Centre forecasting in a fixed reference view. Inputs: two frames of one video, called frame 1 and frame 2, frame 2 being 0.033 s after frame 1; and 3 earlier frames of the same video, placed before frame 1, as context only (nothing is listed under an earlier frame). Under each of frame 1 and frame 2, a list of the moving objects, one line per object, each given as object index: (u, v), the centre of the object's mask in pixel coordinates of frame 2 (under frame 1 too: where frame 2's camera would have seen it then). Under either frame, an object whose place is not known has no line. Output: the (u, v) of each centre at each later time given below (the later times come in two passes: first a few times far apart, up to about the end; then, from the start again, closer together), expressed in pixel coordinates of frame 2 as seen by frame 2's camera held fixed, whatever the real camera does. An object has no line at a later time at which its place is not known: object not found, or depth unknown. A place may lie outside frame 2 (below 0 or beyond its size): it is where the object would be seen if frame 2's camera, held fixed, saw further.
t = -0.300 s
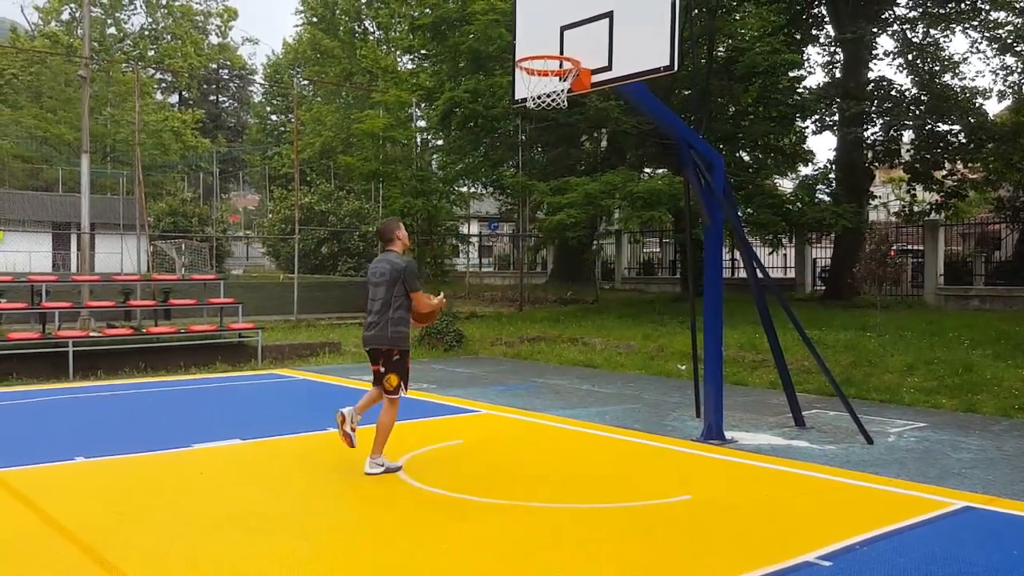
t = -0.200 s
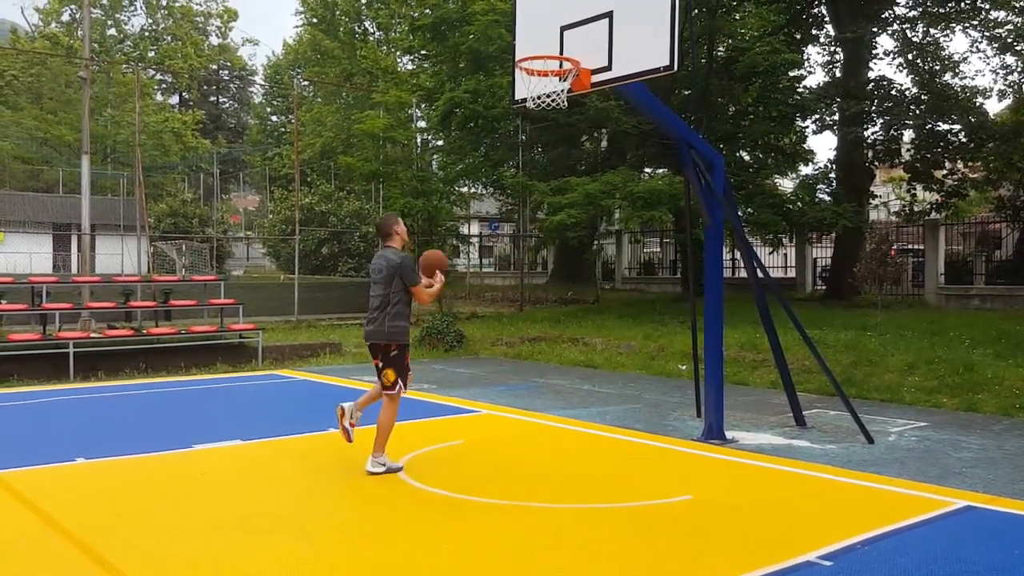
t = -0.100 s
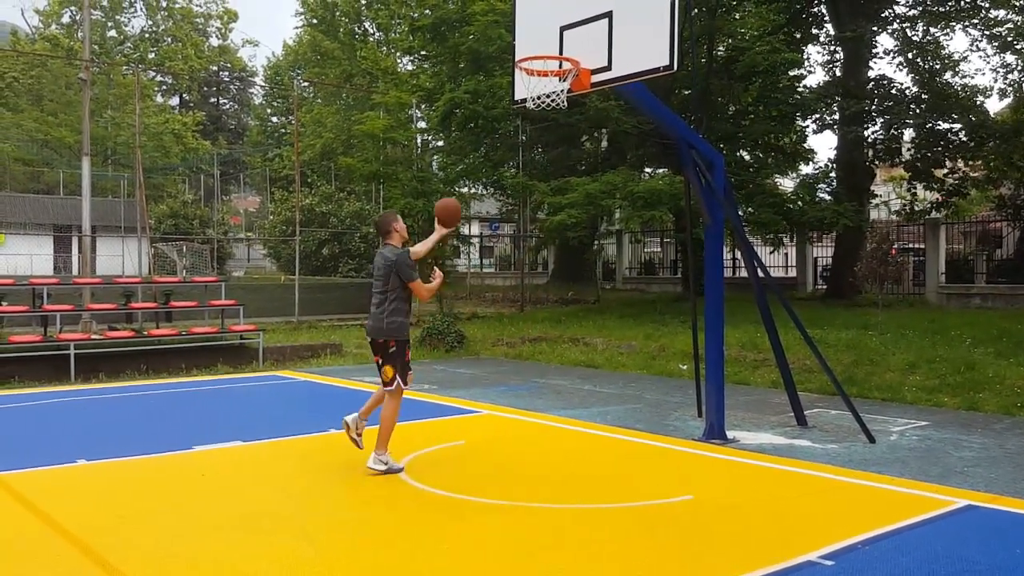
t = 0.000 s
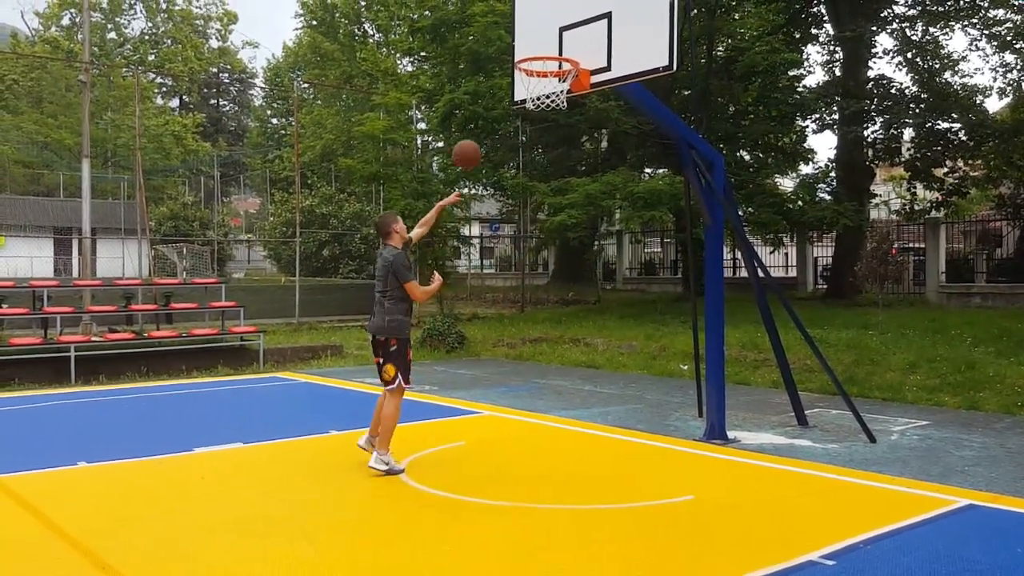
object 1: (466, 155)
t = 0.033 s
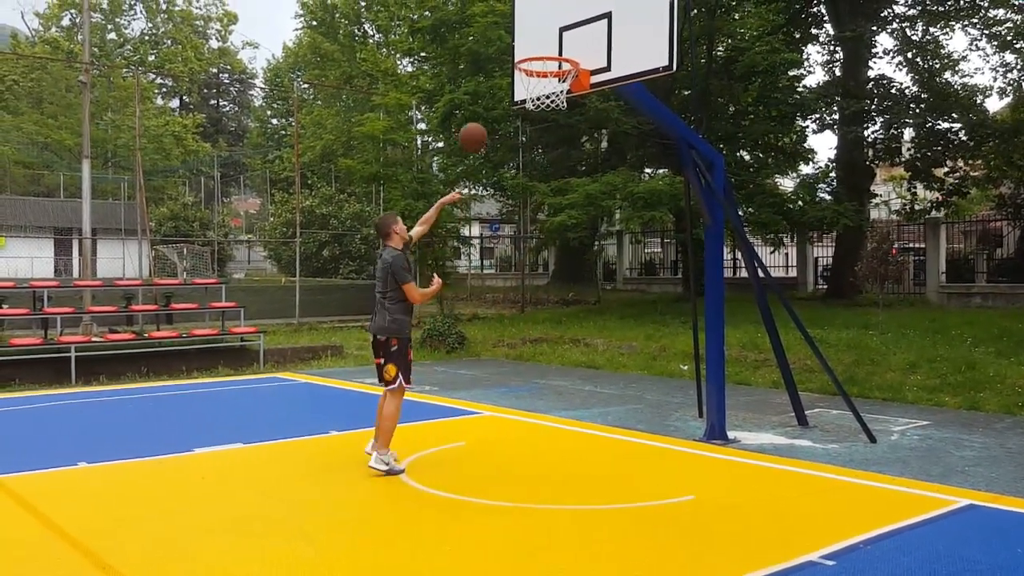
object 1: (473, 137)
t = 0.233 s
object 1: (509, 58)
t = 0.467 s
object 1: (544, 21)
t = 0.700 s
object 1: (553, 39)
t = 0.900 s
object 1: (539, 102)
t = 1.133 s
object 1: (505, 222)
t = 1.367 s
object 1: (477, 410)
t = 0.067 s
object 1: (479, 121)
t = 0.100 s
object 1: (485, 106)
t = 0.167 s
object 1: (498, 80)
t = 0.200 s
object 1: (503, 69)
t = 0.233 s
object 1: (509, 58)
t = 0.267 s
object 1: (517, 48)
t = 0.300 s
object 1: (524, 42)
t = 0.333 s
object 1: (531, 37)
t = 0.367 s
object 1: (538, 33)
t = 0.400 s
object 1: (542, 28)
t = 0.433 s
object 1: (543, 24)
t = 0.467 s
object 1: (544, 21)
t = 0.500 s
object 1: (545, 19)
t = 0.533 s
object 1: (546, 19)
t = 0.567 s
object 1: (548, 20)
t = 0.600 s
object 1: (549, 22)
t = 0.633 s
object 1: (550, 26)
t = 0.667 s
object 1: (552, 32)
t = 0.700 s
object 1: (553, 39)
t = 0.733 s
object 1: (555, 44)
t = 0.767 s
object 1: (556, 56)
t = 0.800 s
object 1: (554, 71)
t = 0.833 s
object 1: (549, 77)
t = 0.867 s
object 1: (544, 91)
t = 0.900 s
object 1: (539, 102)
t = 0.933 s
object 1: (535, 115)
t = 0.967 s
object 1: (530, 130)
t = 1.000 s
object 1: (525, 145)
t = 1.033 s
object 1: (520, 163)
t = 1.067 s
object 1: (515, 181)
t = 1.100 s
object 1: (510, 201)
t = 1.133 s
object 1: (505, 222)
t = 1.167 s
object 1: (501, 245)
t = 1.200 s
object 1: (496, 269)
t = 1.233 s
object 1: (492, 295)
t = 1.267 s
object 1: (490, 321)
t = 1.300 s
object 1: (485, 350)
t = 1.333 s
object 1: (481, 379)
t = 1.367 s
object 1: (477, 410)
